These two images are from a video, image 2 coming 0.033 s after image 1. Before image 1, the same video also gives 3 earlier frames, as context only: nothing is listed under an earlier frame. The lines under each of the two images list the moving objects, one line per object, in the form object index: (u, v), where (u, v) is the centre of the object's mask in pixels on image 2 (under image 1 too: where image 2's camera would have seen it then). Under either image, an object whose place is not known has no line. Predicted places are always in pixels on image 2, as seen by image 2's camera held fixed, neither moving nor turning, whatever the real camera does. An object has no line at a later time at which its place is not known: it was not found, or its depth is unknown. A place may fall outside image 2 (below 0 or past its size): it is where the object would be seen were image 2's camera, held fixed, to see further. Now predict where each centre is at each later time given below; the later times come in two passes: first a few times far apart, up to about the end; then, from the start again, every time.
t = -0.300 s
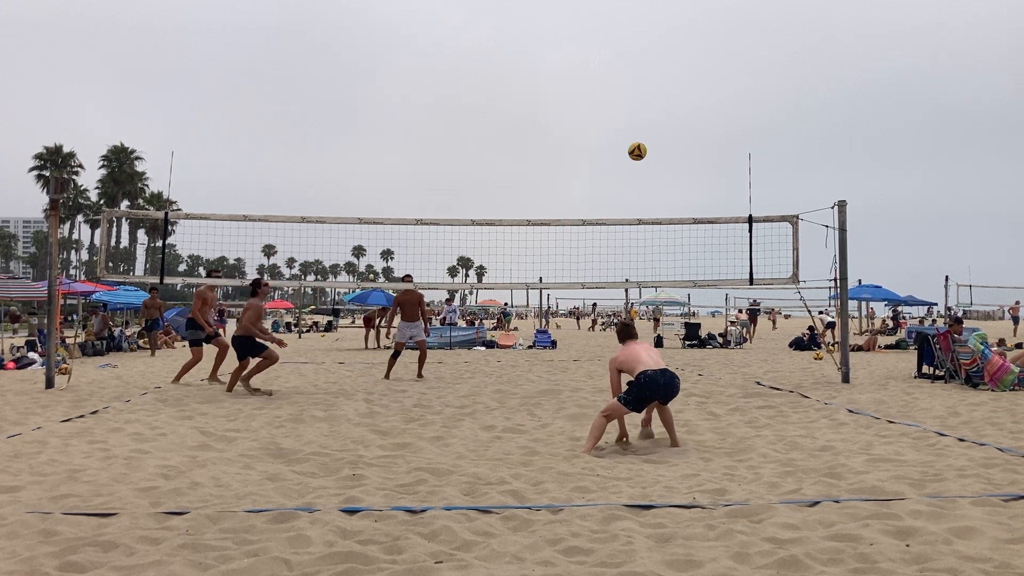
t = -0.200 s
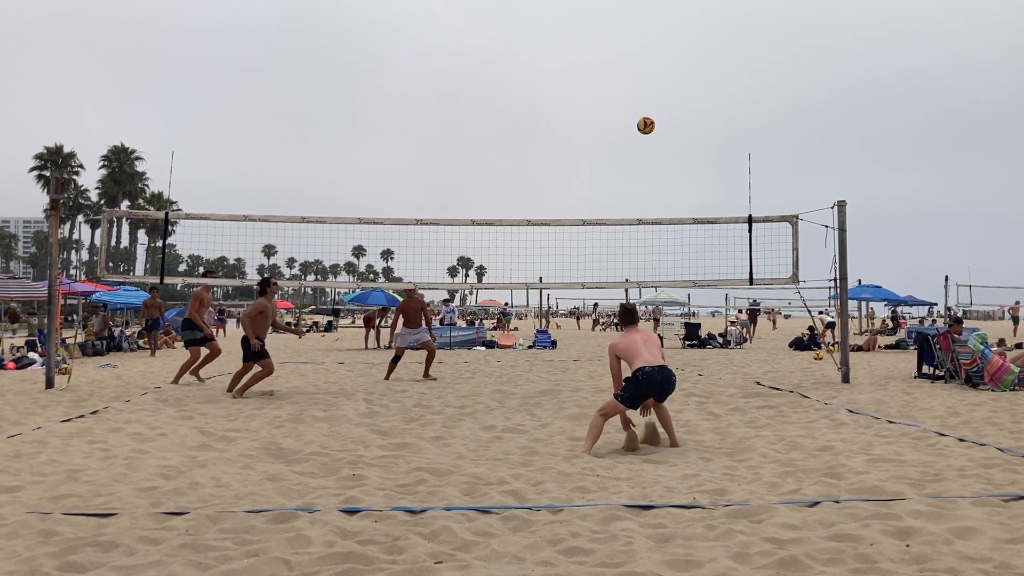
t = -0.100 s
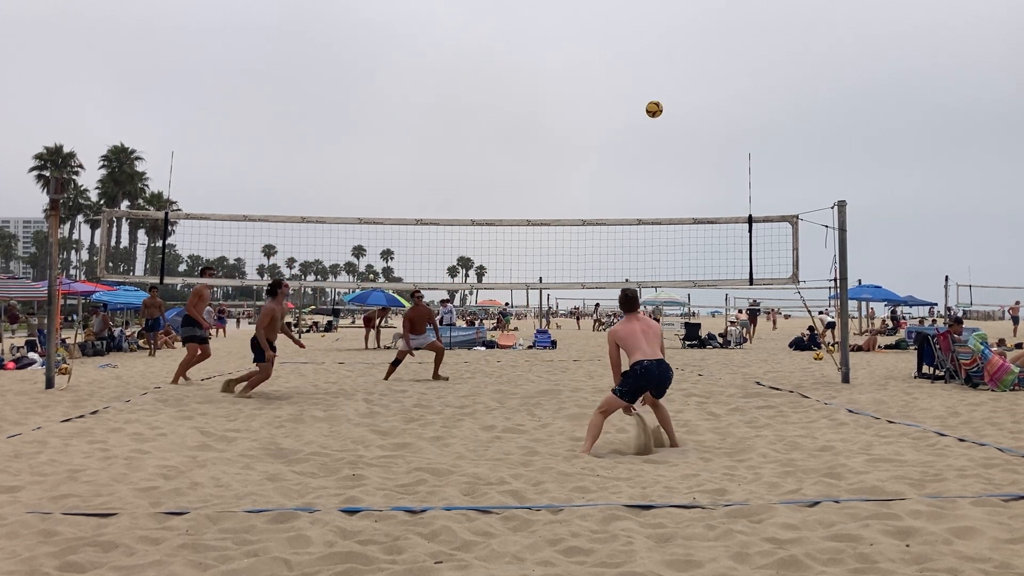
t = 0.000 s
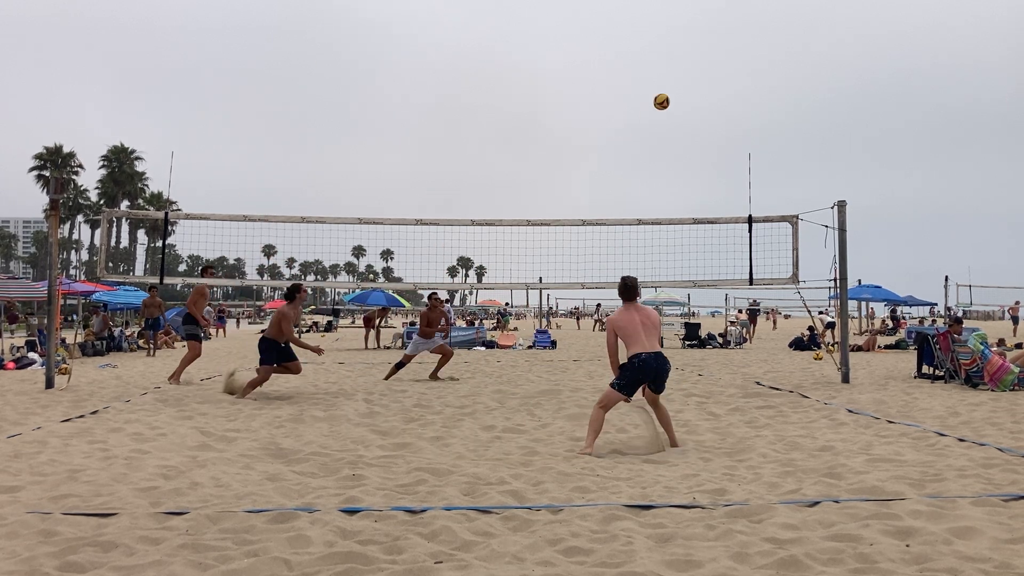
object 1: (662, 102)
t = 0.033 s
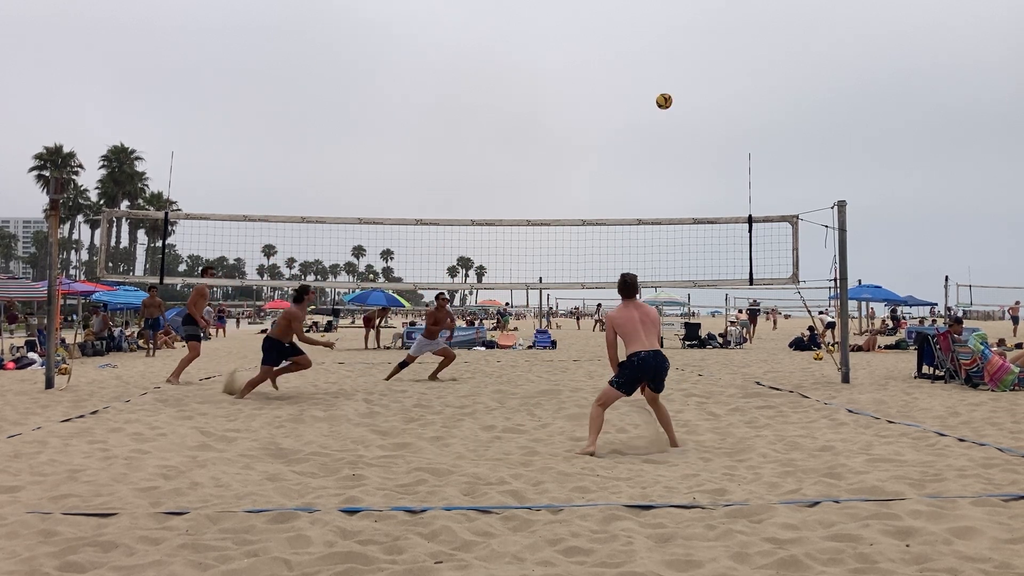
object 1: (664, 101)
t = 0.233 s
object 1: (677, 113)
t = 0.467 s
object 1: (691, 155)
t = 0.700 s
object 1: (702, 225)
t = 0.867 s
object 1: (709, 288)
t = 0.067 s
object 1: (666, 101)
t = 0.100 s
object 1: (669, 102)
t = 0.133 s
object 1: (671, 104)
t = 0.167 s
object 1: (673, 106)
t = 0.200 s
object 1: (675, 109)
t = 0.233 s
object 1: (677, 113)
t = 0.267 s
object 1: (680, 117)
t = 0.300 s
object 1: (682, 122)
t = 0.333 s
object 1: (683, 128)
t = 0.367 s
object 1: (686, 134)
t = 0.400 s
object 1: (687, 141)
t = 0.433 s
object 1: (689, 148)
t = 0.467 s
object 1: (691, 155)
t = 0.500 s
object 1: (693, 163)
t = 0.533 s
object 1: (695, 172)
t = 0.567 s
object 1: (696, 181)
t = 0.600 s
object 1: (698, 191)
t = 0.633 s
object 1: (699, 201)
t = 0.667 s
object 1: (701, 212)
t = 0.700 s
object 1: (702, 225)
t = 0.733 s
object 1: (704, 235)
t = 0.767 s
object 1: (705, 247)
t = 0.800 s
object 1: (706, 259)
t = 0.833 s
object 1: (708, 272)
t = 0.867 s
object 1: (709, 288)
